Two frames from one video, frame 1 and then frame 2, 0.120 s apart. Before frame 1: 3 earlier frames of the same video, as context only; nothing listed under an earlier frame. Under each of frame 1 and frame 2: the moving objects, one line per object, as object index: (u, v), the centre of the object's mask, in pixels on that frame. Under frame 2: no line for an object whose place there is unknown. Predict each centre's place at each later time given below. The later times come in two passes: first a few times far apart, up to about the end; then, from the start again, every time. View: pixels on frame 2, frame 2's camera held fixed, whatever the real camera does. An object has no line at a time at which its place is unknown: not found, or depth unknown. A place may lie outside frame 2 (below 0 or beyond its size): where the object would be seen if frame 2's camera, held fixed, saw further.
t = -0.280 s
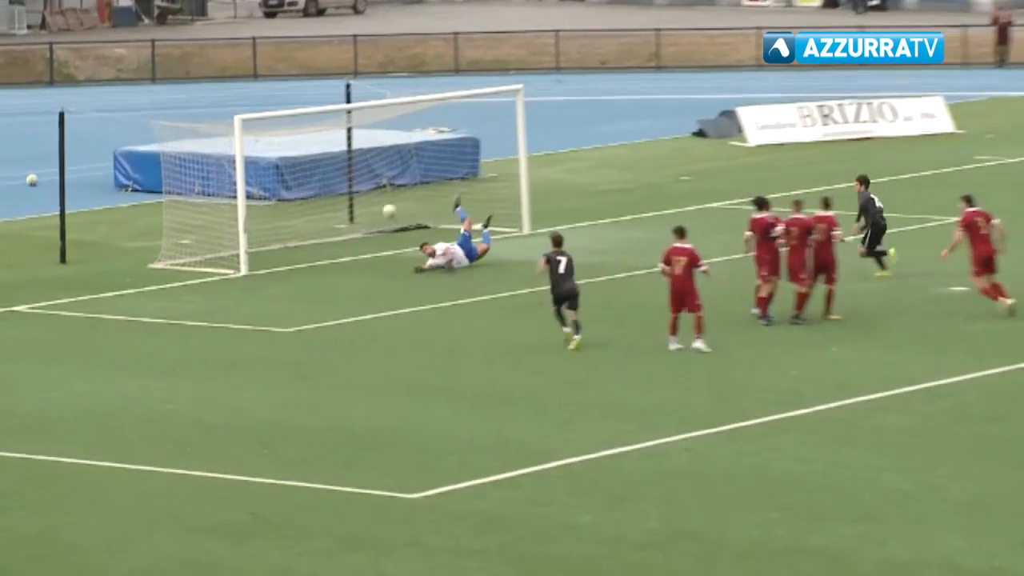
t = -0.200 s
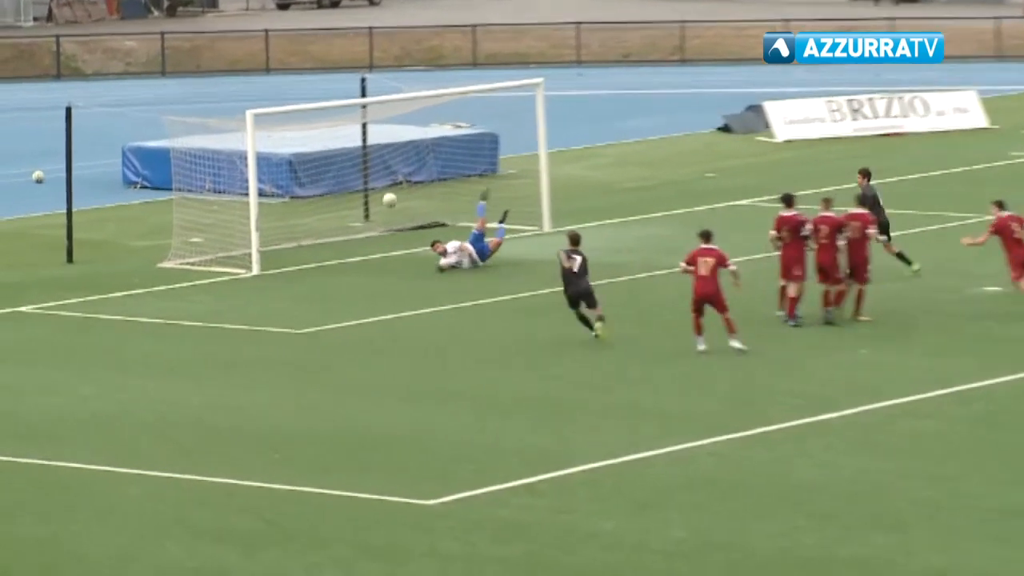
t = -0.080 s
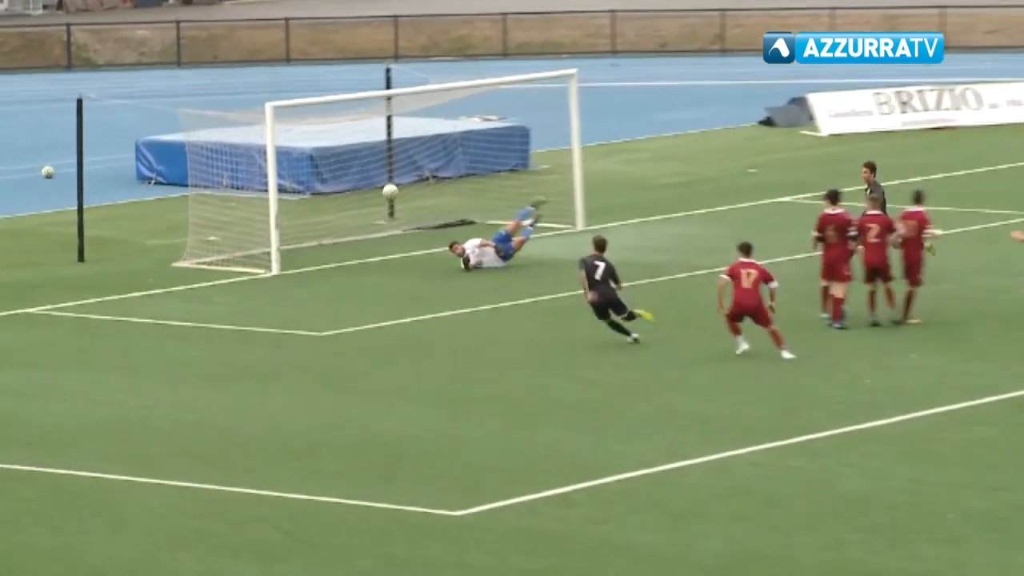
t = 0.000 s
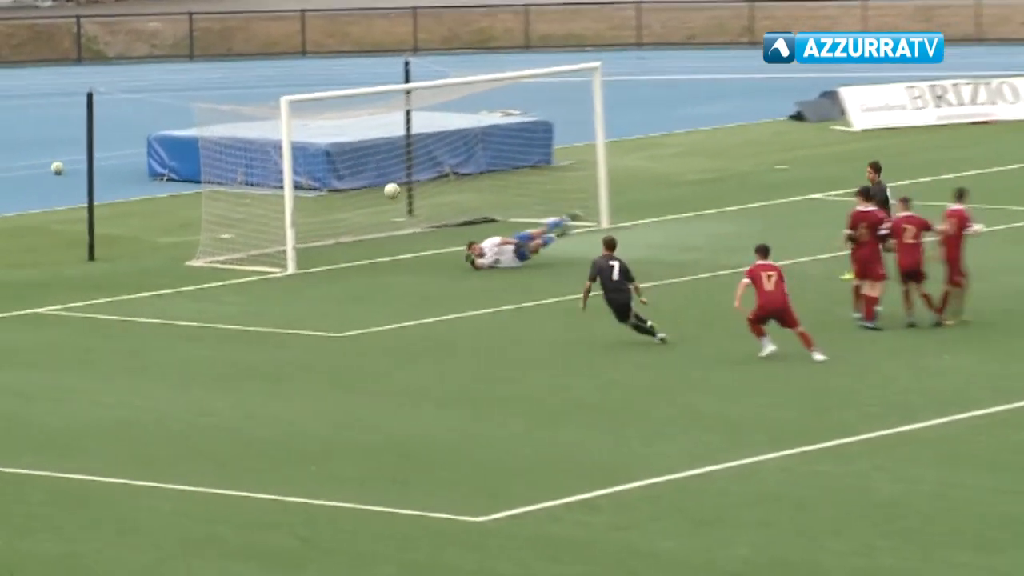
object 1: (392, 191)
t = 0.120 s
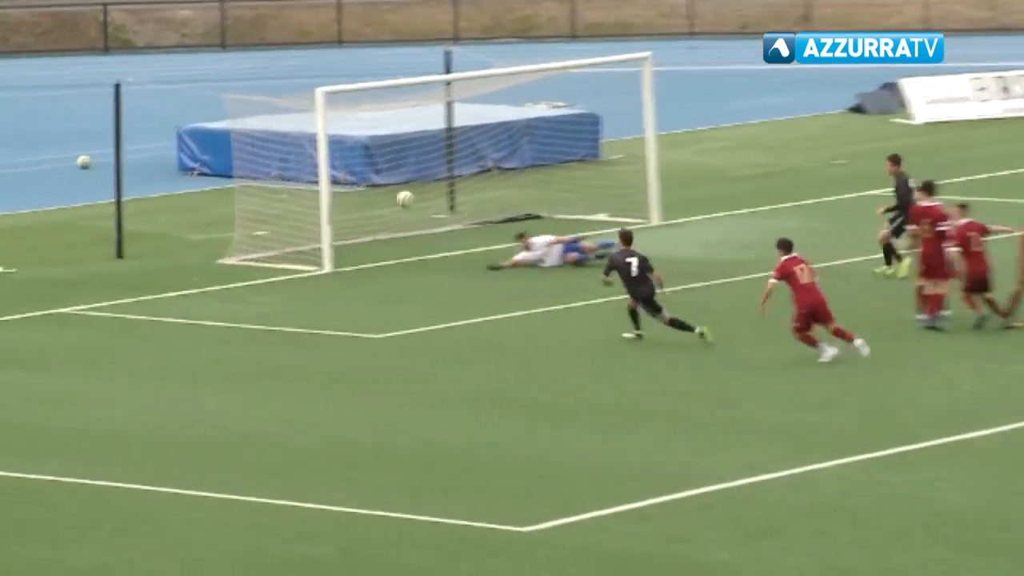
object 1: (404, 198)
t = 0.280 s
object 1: (370, 235)
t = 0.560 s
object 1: (300, 323)
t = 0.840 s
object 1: (221, 313)
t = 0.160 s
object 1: (396, 205)
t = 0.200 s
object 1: (388, 214)
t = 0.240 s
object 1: (380, 224)
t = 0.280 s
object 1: (370, 235)
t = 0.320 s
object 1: (362, 247)
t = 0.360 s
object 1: (353, 262)
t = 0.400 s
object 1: (344, 277)
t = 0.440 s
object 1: (332, 295)
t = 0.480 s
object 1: (322, 313)
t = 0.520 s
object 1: (312, 329)
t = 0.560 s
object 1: (300, 323)
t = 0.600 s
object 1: (288, 317)
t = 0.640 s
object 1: (277, 314)
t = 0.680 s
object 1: (265, 311)
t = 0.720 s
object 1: (255, 309)
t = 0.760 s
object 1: (242, 309)
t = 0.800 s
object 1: (231, 311)
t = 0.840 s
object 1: (221, 313)
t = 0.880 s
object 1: (208, 316)
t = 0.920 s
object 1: (196, 321)
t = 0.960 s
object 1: (184, 327)
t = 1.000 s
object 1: (173, 336)
